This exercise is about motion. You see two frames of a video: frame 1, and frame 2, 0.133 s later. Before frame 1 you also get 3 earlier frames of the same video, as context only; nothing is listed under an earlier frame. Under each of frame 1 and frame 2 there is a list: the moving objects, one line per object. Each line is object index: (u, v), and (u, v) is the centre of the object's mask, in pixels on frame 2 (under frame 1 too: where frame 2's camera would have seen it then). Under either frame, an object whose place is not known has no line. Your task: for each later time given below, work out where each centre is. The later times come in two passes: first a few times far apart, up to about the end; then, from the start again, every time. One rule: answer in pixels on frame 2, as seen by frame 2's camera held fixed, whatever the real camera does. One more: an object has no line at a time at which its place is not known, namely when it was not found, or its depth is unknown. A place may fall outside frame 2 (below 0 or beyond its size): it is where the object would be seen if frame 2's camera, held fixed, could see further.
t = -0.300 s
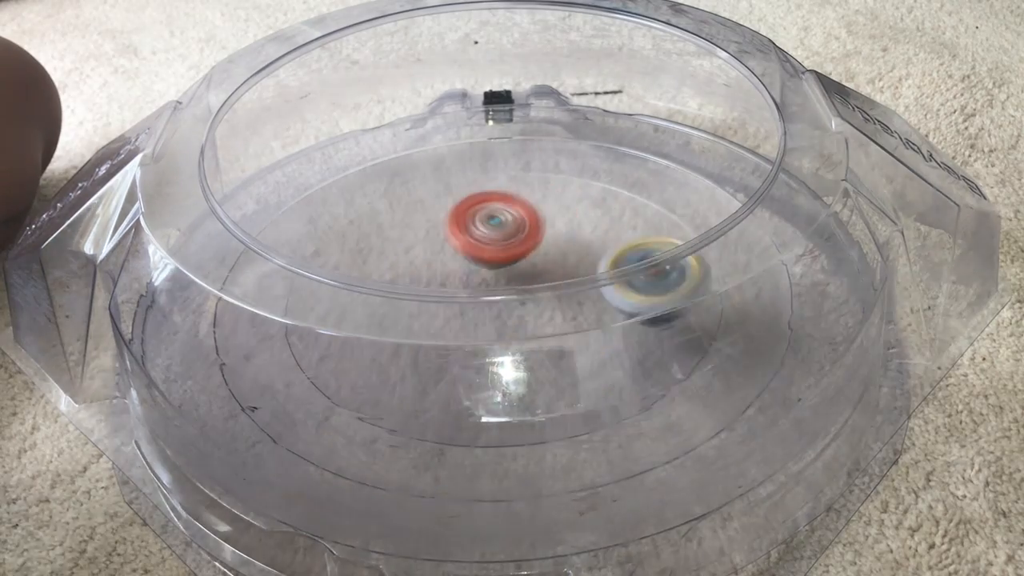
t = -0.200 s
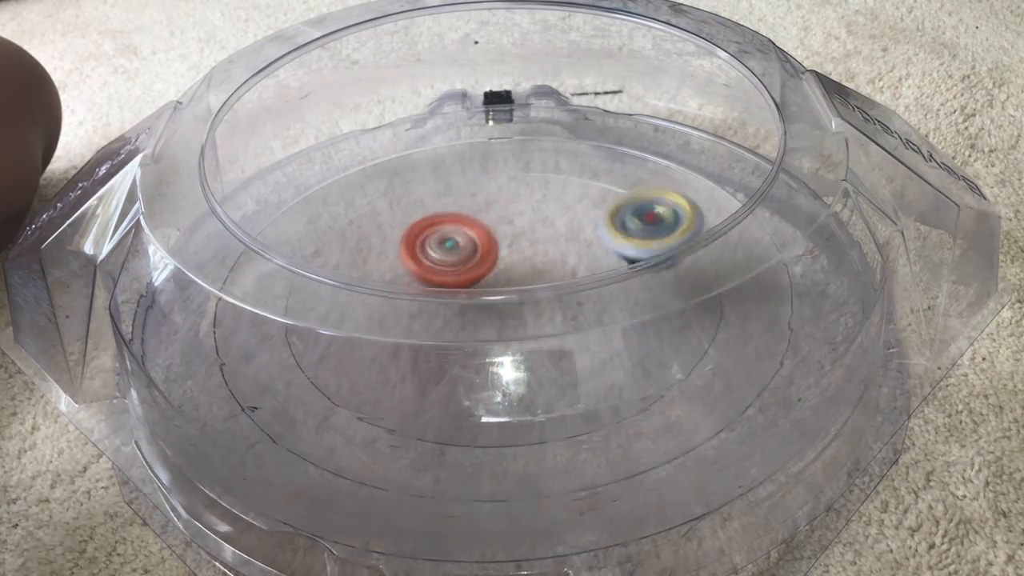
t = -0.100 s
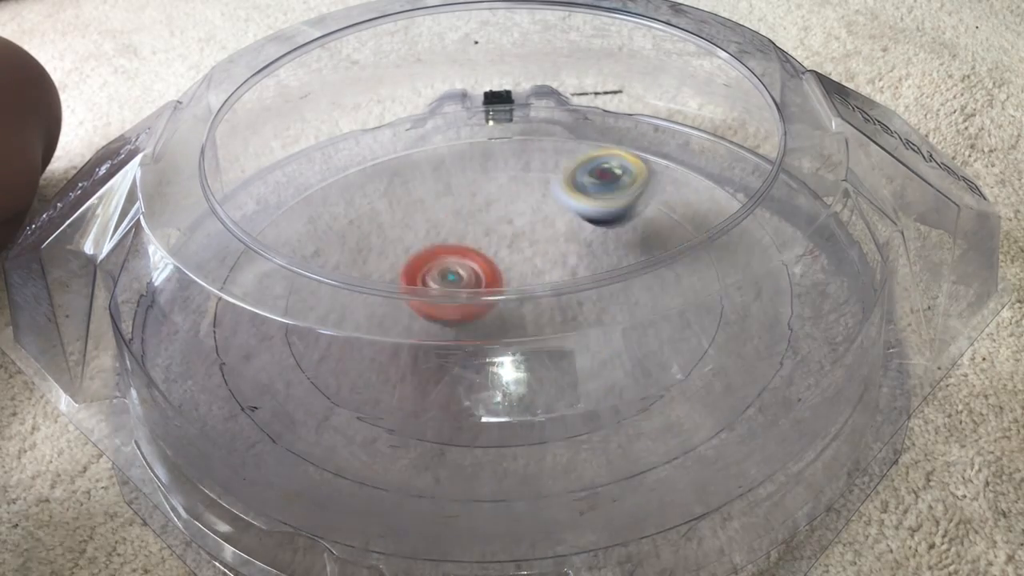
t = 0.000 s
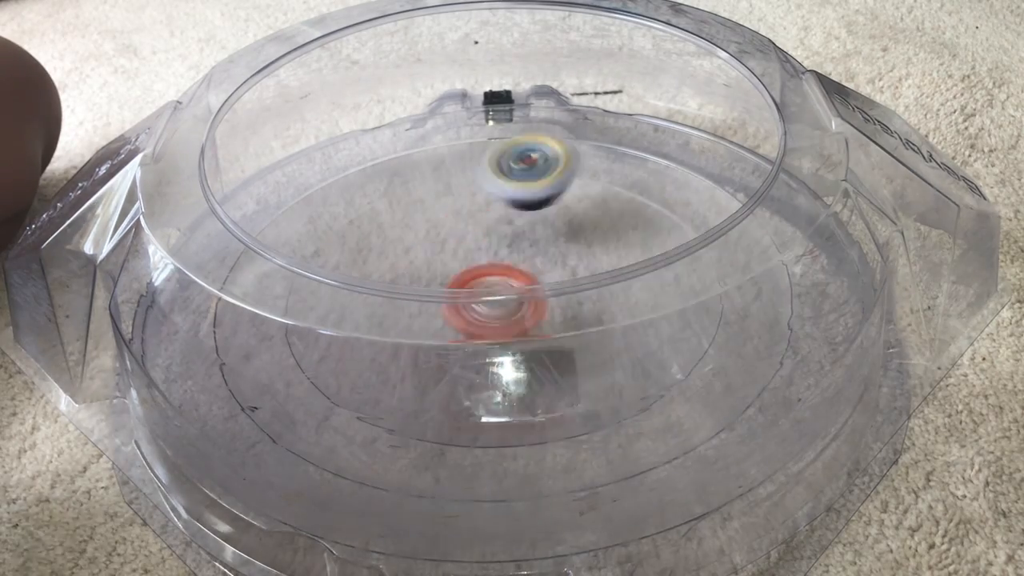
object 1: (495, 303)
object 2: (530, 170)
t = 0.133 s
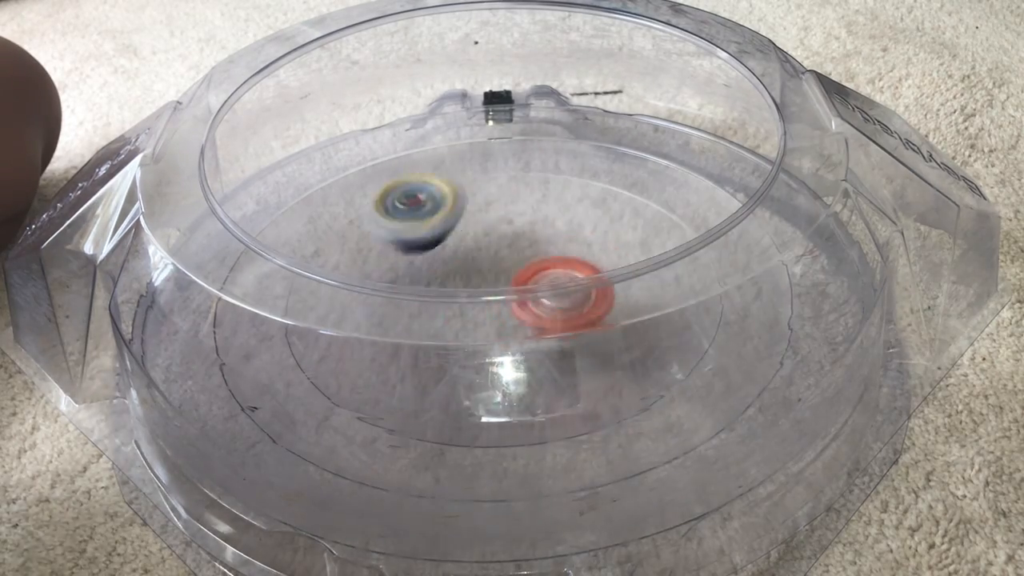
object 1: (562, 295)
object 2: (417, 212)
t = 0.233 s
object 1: (582, 264)
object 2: (369, 265)
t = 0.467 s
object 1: (510, 213)
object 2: (465, 354)
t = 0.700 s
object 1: (445, 302)
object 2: (620, 308)
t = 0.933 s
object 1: (581, 330)
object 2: (493, 233)
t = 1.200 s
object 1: (589, 235)
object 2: (377, 303)
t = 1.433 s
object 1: (420, 262)
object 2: (513, 340)
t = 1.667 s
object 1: (455, 343)
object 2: (567, 245)
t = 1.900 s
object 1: (612, 314)
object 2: (459, 229)
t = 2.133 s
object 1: (507, 229)
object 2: (449, 312)
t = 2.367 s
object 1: (360, 270)
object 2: (559, 300)
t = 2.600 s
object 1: (442, 356)
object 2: (537, 246)
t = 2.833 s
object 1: (609, 278)
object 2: (439, 278)
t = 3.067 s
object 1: (501, 183)
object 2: (489, 328)
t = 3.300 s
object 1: (357, 221)
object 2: (535, 260)
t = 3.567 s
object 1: (471, 339)
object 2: (472, 250)
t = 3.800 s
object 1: (652, 249)
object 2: (468, 290)
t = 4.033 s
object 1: (568, 165)
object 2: (559, 270)
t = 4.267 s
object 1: (408, 216)
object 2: (519, 239)
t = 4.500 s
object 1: (408, 354)
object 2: (474, 290)
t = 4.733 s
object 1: (559, 390)
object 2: (550, 319)
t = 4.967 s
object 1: (584, 413)
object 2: (551, 260)
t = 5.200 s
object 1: (532, 430)
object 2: (453, 261)
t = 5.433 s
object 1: (471, 426)
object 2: (438, 312)
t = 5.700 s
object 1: (419, 395)
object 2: (549, 273)
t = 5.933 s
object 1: (478, 342)
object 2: (509, 225)
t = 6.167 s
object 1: (552, 256)
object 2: (444, 275)
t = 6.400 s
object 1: (480, 221)
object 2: (528, 328)
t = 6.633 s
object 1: (451, 262)
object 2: (586, 264)
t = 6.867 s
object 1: (510, 306)
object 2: (504, 232)
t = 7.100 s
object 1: (577, 257)
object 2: (444, 289)
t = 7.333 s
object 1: (513, 245)
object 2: (534, 330)
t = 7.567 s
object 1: (454, 289)
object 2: (564, 255)
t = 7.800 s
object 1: (523, 326)
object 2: (460, 244)
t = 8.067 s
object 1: (543, 261)
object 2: (447, 313)
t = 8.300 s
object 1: (482, 240)
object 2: (560, 322)
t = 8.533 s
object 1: (437, 264)
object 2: (553, 251)
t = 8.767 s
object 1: (478, 329)
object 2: (475, 227)
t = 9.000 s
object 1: (567, 321)
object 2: (463, 265)
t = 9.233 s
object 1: (644, 281)
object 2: (529, 277)
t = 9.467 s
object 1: (640, 259)
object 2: (513, 252)
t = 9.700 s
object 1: (567, 257)
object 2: (455, 303)
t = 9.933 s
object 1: (502, 269)
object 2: (417, 335)
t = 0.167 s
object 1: (570, 282)
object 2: (392, 231)
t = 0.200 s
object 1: (579, 276)
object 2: (381, 245)
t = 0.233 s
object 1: (582, 264)
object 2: (369, 265)
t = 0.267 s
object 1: (582, 250)
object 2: (368, 281)
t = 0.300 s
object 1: (580, 243)
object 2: (370, 310)
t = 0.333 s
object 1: (572, 233)
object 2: (379, 327)
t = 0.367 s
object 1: (560, 224)
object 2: (398, 338)
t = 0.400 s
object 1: (545, 217)
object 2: (418, 348)
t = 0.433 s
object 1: (528, 213)
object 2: (440, 356)
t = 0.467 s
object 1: (510, 213)
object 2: (465, 354)
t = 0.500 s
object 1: (493, 217)
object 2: (497, 357)
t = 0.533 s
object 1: (477, 224)
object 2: (524, 355)
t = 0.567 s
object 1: (460, 236)
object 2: (555, 348)
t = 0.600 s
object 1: (449, 250)
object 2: (576, 339)
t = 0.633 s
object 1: (442, 261)
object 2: (598, 328)
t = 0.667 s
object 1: (441, 283)
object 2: (611, 317)
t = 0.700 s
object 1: (445, 302)
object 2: (620, 308)
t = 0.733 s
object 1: (455, 325)
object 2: (619, 288)
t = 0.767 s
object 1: (471, 332)
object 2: (607, 272)
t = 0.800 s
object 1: (490, 336)
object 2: (592, 252)
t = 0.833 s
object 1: (515, 340)
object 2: (574, 248)
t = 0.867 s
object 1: (537, 339)
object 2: (549, 242)
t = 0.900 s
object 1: (558, 336)
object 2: (523, 236)
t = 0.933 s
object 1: (581, 330)
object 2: (493, 233)
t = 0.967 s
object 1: (601, 321)
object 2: (465, 233)
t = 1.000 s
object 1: (616, 312)
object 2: (441, 237)
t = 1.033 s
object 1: (624, 292)
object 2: (418, 243)
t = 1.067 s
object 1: (627, 276)
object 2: (403, 250)
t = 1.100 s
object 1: (626, 262)
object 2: (391, 257)
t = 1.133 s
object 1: (616, 244)
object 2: (381, 275)
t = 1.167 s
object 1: (606, 239)
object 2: (376, 290)
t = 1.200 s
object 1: (589, 235)
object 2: (377, 303)
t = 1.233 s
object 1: (569, 231)
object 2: (382, 319)
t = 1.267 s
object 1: (543, 231)
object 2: (397, 331)
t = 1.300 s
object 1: (514, 233)
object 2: (413, 339)
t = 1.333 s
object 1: (485, 240)
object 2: (438, 344)
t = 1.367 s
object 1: (459, 248)
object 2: (462, 347)
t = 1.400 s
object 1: (437, 256)
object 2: (488, 345)
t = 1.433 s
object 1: (420, 262)
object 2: (513, 340)
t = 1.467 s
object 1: (406, 280)
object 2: (537, 333)
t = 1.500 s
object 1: (399, 292)
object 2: (554, 326)
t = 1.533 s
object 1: (397, 305)
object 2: (569, 317)
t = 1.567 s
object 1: (400, 326)
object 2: (576, 293)
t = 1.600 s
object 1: (414, 332)
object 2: (575, 273)
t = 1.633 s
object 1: (433, 339)
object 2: (572, 253)
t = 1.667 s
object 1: (455, 343)
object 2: (567, 245)
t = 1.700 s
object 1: (481, 350)
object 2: (558, 236)
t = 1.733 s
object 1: (511, 351)
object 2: (543, 228)
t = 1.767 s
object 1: (537, 347)
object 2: (527, 223)
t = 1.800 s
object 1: (562, 341)
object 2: (511, 222)
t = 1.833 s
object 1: (582, 333)
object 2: (490, 222)
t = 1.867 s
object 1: (600, 324)
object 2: (475, 224)
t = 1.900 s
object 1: (612, 314)
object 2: (459, 229)
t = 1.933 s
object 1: (619, 305)
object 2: (443, 238)
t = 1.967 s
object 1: (613, 283)
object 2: (433, 248)
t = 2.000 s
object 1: (596, 255)
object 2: (428, 257)
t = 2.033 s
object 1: (583, 249)
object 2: (428, 265)
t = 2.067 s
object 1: (562, 242)
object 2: (431, 287)
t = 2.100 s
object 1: (537, 235)
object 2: (436, 302)
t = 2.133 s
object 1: (507, 229)
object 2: (449, 312)
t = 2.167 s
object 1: (477, 226)
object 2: (468, 317)
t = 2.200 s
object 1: (449, 227)
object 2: (482, 318)
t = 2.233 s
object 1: (423, 230)
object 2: (502, 318)
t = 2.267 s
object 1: (401, 236)
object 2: (518, 324)
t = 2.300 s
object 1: (383, 245)
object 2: (532, 321)
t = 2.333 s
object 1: (370, 253)
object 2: (546, 310)
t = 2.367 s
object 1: (360, 270)
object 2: (559, 300)
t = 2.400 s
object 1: (355, 284)
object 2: (569, 293)
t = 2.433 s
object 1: (356, 301)
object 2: (577, 279)
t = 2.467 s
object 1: (361, 321)
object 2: (577, 271)
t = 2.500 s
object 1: (374, 332)
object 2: (573, 256)
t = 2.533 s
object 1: (392, 342)
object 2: (565, 252)
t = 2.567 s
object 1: (416, 350)
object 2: (551, 248)
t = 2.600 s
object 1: (442, 356)
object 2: (537, 246)
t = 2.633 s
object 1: (475, 356)
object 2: (517, 246)
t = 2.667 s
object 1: (506, 353)
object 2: (498, 248)
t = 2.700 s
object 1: (535, 347)
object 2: (479, 252)
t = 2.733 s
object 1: (563, 333)
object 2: (463, 256)
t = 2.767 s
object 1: (587, 320)
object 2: (451, 261)
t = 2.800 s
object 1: (601, 299)
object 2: (444, 264)
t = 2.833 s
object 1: (609, 278)
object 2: (439, 278)
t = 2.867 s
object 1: (603, 249)
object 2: (439, 287)
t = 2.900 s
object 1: (601, 238)
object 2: (443, 303)
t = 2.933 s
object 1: (588, 223)
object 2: (449, 305)
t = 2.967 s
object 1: (571, 208)
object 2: (455, 309)
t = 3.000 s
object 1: (549, 197)
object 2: (464, 316)
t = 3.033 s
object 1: (526, 188)
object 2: (476, 327)
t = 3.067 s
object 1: (501, 183)
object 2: (489, 328)
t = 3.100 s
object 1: (476, 180)
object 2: (506, 326)
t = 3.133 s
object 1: (451, 179)
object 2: (519, 324)
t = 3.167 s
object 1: (427, 183)
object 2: (532, 311)
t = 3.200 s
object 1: (405, 188)
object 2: (540, 301)
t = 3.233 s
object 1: (386, 197)
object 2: (542, 285)
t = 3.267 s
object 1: (370, 208)
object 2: (540, 273)
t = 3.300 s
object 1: (357, 221)
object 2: (535, 260)
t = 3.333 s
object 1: (349, 236)
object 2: (530, 255)
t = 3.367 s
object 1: (349, 248)
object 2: (522, 250)
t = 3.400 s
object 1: (351, 270)
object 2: (512, 246)
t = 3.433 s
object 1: (359, 293)
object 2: (503, 243)
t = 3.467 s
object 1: (374, 318)
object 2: (492, 242)
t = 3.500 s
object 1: (402, 330)
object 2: (484, 244)
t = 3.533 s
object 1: (436, 338)
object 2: (478, 247)
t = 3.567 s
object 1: (471, 339)
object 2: (472, 250)
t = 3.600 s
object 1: (513, 341)
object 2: (465, 254)
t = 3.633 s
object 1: (551, 334)
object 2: (458, 257)
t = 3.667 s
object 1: (584, 325)
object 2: (453, 261)
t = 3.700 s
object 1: (613, 308)
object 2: (450, 265)
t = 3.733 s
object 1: (632, 288)
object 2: (451, 278)
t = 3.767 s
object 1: (645, 269)
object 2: (458, 287)
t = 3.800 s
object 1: (652, 249)
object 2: (468, 290)
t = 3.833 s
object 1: (650, 227)
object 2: (484, 304)
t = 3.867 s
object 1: (648, 213)
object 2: (501, 303)
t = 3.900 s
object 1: (638, 199)
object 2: (515, 302)
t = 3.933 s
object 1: (624, 186)
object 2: (530, 286)
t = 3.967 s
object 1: (608, 177)
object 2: (544, 284)
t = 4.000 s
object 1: (589, 170)
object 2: (553, 278)
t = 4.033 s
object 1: (568, 165)
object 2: (559, 270)
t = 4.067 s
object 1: (547, 163)
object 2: (561, 256)
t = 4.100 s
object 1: (523, 165)
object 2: (561, 252)
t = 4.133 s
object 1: (499, 170)
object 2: (557, 248)
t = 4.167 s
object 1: (474, 177)
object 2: (551, 244)
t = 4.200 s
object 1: (449, 187)
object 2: (543, 241)
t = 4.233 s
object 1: (427, 201)
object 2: (532, 239)
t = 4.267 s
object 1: (408, 216)
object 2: (519, 239)
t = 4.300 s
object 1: (393, 235)
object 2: (504, 242)
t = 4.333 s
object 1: (383, 252)
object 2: (489, 248)
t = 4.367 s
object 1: (379, 276)
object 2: (478, 254)
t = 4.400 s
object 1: (384, 298)
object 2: (470, 259)
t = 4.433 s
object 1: (391, 324)
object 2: (465, 266)
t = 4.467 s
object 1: (401, 337)
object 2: (467, 281)
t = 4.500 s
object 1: (408, 354)
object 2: (474, 290)
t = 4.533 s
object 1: (421, 368)
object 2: (482, 302)
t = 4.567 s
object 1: (440, 379)
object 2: (496, 311)
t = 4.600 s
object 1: (463, 384)
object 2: (504, 323)
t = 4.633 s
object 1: (486, 390)
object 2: (518, 323)
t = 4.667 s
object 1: (511, 391)
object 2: (530, 322)
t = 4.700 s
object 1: (535, 390)
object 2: (540, 320)
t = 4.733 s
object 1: (559, 390)
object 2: (550, 319)
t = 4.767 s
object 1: (571, 393)
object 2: (561, 317)
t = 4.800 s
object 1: (583, 395)
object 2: (569, 315)
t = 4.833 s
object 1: (589, 398)
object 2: (574, 298)
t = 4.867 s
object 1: (591, 401)
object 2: (575, 293)
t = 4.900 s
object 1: (590, 405)
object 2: (572, 280)
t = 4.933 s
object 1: (587, 409)
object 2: (564, 272)
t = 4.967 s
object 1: (584, 413)
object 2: (551, 260)
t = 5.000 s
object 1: (578, 416)
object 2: (539, 258)
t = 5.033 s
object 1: (572, 419)
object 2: (523, 257)
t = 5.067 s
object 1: (565, 422)
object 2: (506, 257)
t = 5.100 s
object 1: (557, 425)
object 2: (490, 257)
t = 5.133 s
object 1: (549, 427)
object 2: (476, 258)
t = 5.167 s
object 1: (541, 428)
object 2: (463, 259)
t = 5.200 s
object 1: (532, 430)
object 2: (453, 261)
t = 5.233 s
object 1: (521, 430)
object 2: (444, 264)
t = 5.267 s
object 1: (513, 431)
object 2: (438, 266)
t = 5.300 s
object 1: (504, 431)
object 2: (432, 279)
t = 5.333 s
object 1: (495, 430)
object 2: (429, 285)
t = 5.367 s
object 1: (488, 430)
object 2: (428, 289)
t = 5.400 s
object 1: (480, 429)
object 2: (430, 303)
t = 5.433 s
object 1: (471, 426)
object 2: (438, 312)
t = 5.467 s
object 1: (463, 424)
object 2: (450, 325)
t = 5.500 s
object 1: (456, 421)
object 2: (469, 327)
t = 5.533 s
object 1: (449, 417)
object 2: (487, 327)
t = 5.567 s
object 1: (441, 415)
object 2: (509, 323)
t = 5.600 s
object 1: (434, 411)
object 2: (523, 307)
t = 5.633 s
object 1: (428, 406)
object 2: (537, 299)
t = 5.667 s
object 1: (423, 402)
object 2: (544, 285)
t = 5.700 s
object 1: (419, 395)
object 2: (549, 273)
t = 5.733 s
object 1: (414, 391)
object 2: (551, 258)
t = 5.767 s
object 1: (412, 386)
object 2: (551, 252)
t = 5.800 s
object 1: (418, 379)
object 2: (548, 246)
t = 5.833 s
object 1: (428, 371)
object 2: (541, 239)
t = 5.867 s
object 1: (442, 363)
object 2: (533, 232)
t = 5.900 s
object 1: (459, 354)
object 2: (522, 228)
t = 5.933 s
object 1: (478, 342)
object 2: (509, 225)
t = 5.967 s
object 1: (501, 334)
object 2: (495, 224)
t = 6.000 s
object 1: (519, 326)
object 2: (480, 227)
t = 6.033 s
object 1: (535, 317)
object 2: (467, 234)
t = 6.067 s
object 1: (542, 300)
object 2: (456, 243)
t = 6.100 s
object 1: (549, 283)
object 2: (449, 253)
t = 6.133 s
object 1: (547, 263)
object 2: (446, 261)
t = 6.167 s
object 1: (552, 256)
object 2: (444, 275)
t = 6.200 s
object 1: (553, 250)
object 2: (447, 289)
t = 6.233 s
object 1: (547, 242)
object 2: (450, 304)
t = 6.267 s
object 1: (537, 234)
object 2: (463, 310)
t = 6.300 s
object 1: (526, 228)
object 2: (476, 326)
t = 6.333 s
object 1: (510, 223)
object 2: (492, 328)
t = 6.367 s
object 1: (495, 221)
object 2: (511, 328)
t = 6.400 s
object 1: (480, 221)
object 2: (528, 328)
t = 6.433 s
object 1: (466, 222)
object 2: (544, 326)
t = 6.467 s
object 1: (457, 226)
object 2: (561, 322)
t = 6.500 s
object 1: (449, 232)
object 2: (575, 316)
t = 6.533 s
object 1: (445, 239)
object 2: (583, 298)
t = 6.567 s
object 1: (444, 247)
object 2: (589, 291)
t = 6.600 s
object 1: (446, 255)
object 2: (590, 276)
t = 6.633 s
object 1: (451, 262)
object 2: (586, 264)
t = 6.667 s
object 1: (459, 267)
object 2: (577, 252)
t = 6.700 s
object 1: (468, 283)
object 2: (564, 249)
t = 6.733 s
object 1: (468, 293)
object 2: (559, 242)
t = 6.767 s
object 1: (472, 300)
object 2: (550, 237)
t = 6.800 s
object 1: (481, 303)
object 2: (537, 233)
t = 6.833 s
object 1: (495, 305)
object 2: (521, 232)
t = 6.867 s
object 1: (510, 306)
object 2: (504, 232)
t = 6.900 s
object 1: (525, 307)
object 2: (488, 237)
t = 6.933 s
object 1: (541, 305)
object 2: (473, 245)
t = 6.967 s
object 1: (553, 299)
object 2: (460, 252)
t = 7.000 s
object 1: (565, 290)
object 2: (450, 260)
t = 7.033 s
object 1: (574, 281)
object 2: (446, 265)
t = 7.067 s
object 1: (578, 272)
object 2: (443, 283)
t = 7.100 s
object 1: (577, 257)
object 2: (444, 289)
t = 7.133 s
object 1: (576, 254)
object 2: (447, 306)
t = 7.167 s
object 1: (571, 250)
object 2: (456, 317)
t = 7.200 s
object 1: (563, 247)
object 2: (469, 329)
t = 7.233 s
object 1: (553, 245)
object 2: (481, 332)
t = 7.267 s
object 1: (541, 243)
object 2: (501, 332)
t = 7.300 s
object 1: (527, 243)
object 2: (519, 331)
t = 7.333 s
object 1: (513, 245)
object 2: (534, 330)
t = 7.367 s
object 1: (499, 249)
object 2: (550, 326)
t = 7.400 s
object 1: (487, 254)
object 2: (566, 319)
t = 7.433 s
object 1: (476, 259)
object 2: (574, 303)
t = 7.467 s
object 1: (467, 263)
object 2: (580, 295)
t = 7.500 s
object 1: (462, 268)
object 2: (578, 278)
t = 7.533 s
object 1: (457, 283)
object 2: (571, 258)
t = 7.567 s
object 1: (454, 289)
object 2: (564, 255)
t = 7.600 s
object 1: (458, 304)
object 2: (552, 250)
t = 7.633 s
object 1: (463, 310)
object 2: (537, 247)
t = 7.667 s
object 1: (471, 321)
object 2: (523, 243)
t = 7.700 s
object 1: (483, 324)
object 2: (507, 241)
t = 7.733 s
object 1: (495, 325)
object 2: (490, 241)
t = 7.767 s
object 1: (509, 326)
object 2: (474, 242)
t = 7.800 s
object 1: (523, 326)
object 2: (460, 244)
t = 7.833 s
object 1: (535, 323)
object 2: (447, 249)
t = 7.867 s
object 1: (546, 317)
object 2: (435, 254)
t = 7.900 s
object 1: (554, 306)
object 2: (428, 258)
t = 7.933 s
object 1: (559, 299)
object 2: (423, 264)
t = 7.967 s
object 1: (559, 283)
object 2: (422, 280)
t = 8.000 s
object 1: (557, 278)
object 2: (426, 288)
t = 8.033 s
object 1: (550, 264)
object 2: (437, 304)
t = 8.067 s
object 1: (543, 261)
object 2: (447, 313)
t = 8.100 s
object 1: (536, 258)
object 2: (468, 327)
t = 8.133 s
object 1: (525, 255)
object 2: (482, 328)
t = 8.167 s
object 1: (517, 249)
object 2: (503, 329)
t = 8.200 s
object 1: (509, 244)
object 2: (513, 331)
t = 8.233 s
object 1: (500, 241)
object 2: (529, 329)
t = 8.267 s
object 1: (491, 241)
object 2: (544, 326)
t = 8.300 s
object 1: (482, 240)
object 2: (560, 322)
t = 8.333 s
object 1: (472, 241)
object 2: (574, 315)
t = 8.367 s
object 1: (461, 244)
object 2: (578, 297)
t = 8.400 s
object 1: (453, 247)
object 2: (582, 293)
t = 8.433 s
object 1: (445, 251)
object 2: (579, 275)
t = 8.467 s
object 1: (439, 256)
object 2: (571, 258)
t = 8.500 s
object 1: (437, 260)
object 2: (563, 254)
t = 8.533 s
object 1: (437, 264)
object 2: (553, 251)
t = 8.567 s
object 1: (441, 276)
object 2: (537, 248)
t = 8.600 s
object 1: (444, 286)
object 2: (526, 245)
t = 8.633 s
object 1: (448, 291)
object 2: (516, 241)
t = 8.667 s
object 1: (459, 303)
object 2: (503, 239)
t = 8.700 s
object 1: (463, 309)
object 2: (493, 235)
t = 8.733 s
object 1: (468, 324)
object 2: (483, 230)
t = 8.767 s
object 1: (478, 329)
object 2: (475, 227)
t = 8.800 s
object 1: (490, 330)
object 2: (465, 227)
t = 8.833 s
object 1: (505, 330)
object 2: (457, 229)
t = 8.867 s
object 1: (519, 331)
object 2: (451, 234)
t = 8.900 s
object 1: (533, 329)
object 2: (448, 243)
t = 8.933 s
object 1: (546, 329)
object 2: (450, 250)
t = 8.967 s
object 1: (557, 326)
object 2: (455, 259)
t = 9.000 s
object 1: (567, 321)
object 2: (463, 265)
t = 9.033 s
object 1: (575, 313)
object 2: (473, 280)
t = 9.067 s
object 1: (583, 302)
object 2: (483, 284)
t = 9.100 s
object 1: (609, 307)
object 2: (486, 283)
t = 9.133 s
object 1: (627, 305)
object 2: (494, 283)
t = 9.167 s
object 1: (634, 293)
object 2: (505, 282)
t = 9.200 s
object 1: (640, 288)
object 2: (516, 280)
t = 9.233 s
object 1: (644, 281)
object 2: (529, 277)
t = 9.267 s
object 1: (646, 276)
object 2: (538, 271)
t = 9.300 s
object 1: (646, 271)
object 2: (543, 260)
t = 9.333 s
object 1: (646, 267)
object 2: (544, 257)
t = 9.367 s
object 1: (649, 264)
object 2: (541, 254)
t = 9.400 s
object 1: (648, 262)
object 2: (533, 252)
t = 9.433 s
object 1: (645, 261)
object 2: (525, 250)
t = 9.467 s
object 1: (640, 259)
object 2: (513, 252)
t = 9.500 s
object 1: (632, 258)
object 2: (503, 254)
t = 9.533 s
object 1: (620, 255)
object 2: (494, 258)
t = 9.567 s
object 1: (605, 250)
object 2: (487, 263)
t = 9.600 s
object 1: (592, 253)
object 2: (482, 266)
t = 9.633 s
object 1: (580, 255)
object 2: (478, 281)
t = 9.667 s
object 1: (576, 255)
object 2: (466, 289)
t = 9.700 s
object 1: (567, 257)
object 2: (455, 303)
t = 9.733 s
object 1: (554, 259)
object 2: (447, 306)
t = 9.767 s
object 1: (542, 261)
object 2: (444, 310)
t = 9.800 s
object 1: (529, 264)
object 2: (440, 323)
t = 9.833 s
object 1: (523, 265)
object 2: (430, 327)
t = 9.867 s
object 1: (517, 266)
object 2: (423, 331)
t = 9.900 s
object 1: (509, 267)
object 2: (420, 332)
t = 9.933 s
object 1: (502, 269)
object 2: (417, 335)
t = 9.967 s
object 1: (494, 272)
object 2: (416, 337)
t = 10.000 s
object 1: (489, 282)
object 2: (417, 338)
